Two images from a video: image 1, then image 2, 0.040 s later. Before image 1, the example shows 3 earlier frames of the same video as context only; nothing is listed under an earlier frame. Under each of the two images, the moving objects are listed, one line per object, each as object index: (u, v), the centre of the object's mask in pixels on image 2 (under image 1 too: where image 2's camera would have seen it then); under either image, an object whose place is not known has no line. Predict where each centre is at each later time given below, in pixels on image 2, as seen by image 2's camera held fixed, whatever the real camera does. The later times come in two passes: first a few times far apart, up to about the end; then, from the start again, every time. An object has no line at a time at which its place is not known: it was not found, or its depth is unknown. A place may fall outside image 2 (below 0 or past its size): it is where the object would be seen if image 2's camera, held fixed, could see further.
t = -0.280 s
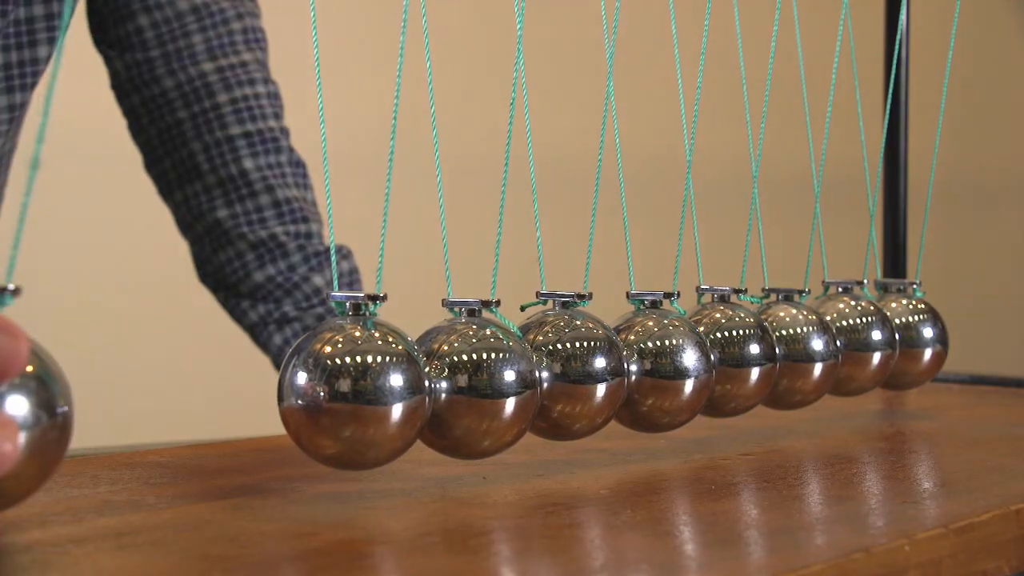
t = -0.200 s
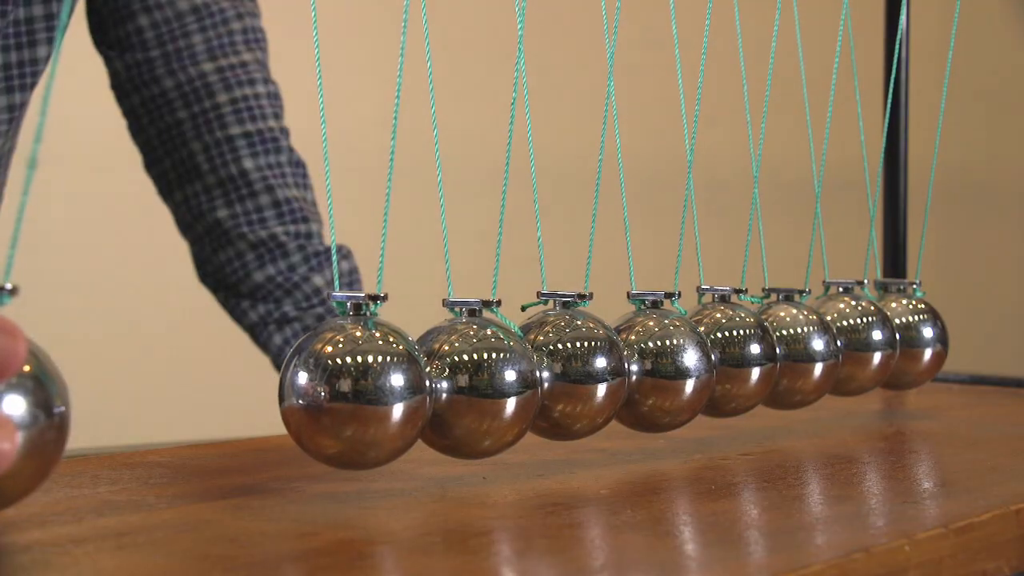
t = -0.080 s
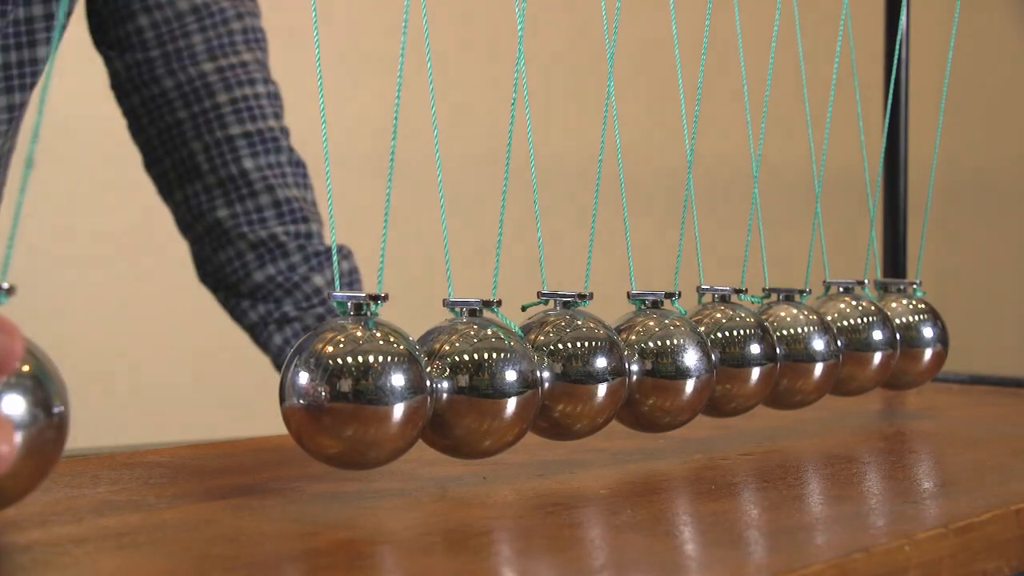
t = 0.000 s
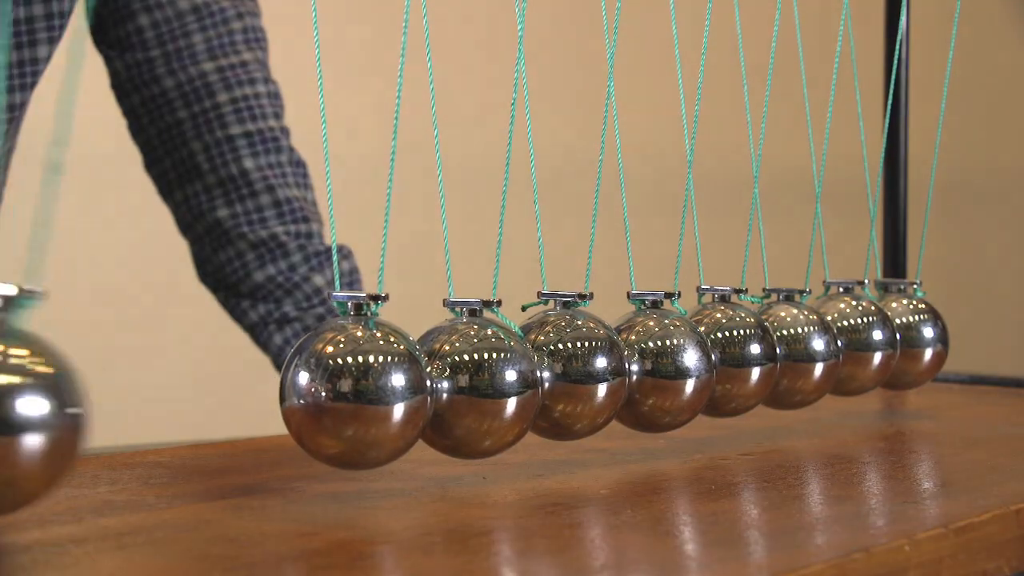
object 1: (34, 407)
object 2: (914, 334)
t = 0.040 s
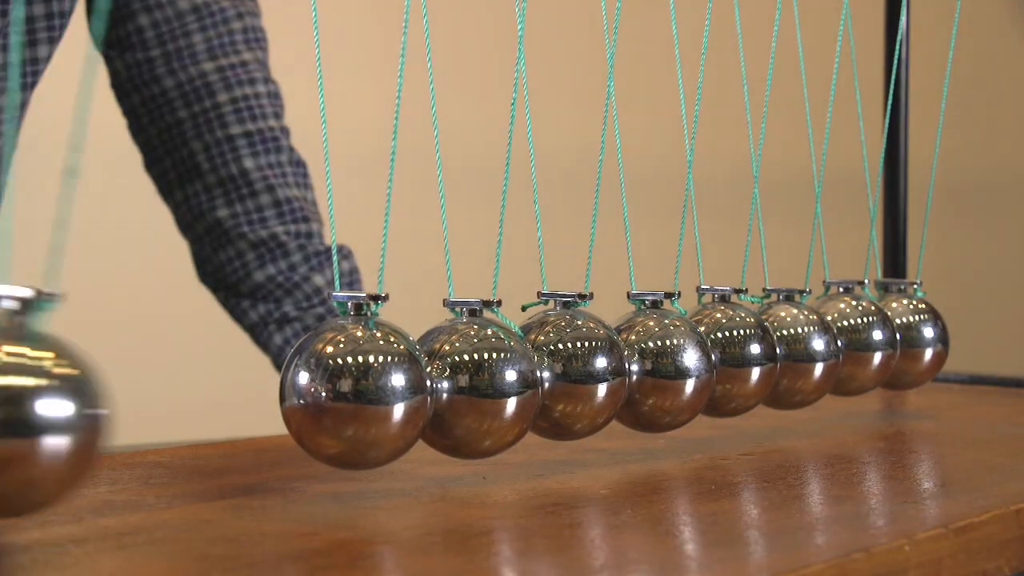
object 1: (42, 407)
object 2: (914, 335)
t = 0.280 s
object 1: (224, 413)
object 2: (914, 335)
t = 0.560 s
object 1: (210, 415)
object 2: (959, 325)
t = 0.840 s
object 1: (214, 414)
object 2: (937, 331)
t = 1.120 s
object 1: (103, 414)
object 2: (914, 334)
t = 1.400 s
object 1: (53, 411)
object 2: (914, 335)
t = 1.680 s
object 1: (223, 413)
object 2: (914, 335)
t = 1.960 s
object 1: (211, 415)
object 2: (950, 329)
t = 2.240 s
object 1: (216, 415)
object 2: (935, 332)
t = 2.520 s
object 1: (126, 415)
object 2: (913, 335)
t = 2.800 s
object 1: (69, 416)
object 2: (913, 335)
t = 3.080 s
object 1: (219, 412)
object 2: (914, 335)
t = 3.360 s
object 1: (221, 413)
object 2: (944, 330)
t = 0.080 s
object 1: (55, 408)
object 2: (913, 334)
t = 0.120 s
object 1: (78, 412)
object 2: (914, 335)
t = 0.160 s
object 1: (114, 411)
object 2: (914, 334)
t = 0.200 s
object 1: (157, 410)
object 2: (913, 335)
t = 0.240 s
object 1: (194, 409)
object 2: (913, 335)
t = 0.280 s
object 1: (224, 413)
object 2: (914, 335)
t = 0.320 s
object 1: (222, 413)
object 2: (921, 334)
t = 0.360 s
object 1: (219, 414)
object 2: (928, 334)
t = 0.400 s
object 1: (215, 414)
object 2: (935, 332)
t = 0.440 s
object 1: (213, 415)
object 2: (941, 331)
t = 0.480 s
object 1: (211, 415)
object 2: (948, 328)
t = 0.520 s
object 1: (210, 415)
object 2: (954, 327)
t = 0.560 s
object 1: (210, 415)
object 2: (959, 325)
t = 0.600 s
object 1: (210, 415)
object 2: (961, 324)
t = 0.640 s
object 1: (210, 415)
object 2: (961, 324)
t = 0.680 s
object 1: (211, 416)
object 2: (960, 325)
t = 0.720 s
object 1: (211, 415)
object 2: (957, 327)
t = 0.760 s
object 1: (211, 415)
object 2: (950, 329)
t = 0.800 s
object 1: (212, 415)
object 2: (944, 330)
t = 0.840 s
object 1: (214, 414)
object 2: (937, 331)
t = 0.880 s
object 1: (215, 414)
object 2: (930, 333)
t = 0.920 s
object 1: (217, 413)
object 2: (923, 333)
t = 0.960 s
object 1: (219, 413)
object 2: (916, 334)
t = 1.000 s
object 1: (198, 410)
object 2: (913, 334)
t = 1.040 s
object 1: (165, 412)
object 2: (913, 334)
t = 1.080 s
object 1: (133, 413)
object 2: (914, 334)
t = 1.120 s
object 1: (103, 414)
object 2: (914, 334)
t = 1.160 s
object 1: (81, 414)
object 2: (914, 335)
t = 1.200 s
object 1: (67, 413)
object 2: (915, 334)
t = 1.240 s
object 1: (57, 411)
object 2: (914, 334)
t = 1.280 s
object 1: (52, 411)
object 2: (914, 335)
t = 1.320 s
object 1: (49, 411)
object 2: (914, 335)
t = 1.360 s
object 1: (50, 412)
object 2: (914, 335)
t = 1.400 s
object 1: (53, 411)
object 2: (914, 335)
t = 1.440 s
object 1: (61, 413)
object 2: (914, 334)
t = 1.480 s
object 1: (73, 415)
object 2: (914, 335)
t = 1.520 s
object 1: (92, 415)
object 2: (914, 334)
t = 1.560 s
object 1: (124, 415)
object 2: (914, 335)
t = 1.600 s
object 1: (158, 413)
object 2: (914, 335)
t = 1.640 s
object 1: (189, 412)
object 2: (914, 335)
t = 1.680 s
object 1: (223, 413)
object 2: (914, 335)
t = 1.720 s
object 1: (224, 414)
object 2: (919, 334)
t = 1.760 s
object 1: (222, 414)
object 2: (925, 334)
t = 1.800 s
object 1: (220, 414)
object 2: (931, 332)
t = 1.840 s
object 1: (217, 414)
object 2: (937, 331)
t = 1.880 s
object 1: (214, 414)
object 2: (941, 331)
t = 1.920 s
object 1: (212, 415)
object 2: (946, 329)
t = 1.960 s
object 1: (211, 415)
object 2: (950, 329)
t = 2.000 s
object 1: (210, 414)
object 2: (951, 328)
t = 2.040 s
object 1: (210, 415)
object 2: (952, 328)
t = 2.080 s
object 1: (211, 415)
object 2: (951, 328)
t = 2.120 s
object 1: (211, 415)
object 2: (948, 328)
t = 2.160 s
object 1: (213, 415)
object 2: (944, 329)
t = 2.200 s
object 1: (214, 415)
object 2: (939, 331)
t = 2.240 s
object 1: (216, 415)
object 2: (935, 332)
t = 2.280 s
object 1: (217, 415)
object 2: (929, 334)
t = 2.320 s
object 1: (219, 415)
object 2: (923, 334)
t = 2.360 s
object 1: (220, 414)
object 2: (917, 334)
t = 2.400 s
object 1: (211, 412)
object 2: (913, 335)
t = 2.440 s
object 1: (181, 412)
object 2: (913, 335)
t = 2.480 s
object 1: (152, 415)
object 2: (913, 335)
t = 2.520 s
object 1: (126, 415)
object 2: (913, 335)
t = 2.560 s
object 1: (101, 415)
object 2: (913, 335)
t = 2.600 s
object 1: (84, 416)
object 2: (913, 335)
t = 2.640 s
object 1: (74, 416)
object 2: (913, 335)
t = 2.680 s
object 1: (68, 415)
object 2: (913, 335)
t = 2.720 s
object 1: (65, 415)
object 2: (913, 335)
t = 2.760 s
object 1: (65, 415)
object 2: (913, 335)
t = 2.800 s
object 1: (69, 416)
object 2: (913, 335)
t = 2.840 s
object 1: (76, 417)
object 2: (914, 335)
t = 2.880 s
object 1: (87, 418)
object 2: (914, 335)
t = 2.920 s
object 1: (106, 417)
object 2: (914, 335)
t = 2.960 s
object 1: (133, 415)
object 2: (914, 335)
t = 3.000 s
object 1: (160, 413)
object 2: (914, 335)
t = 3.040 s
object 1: (188, 413)
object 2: (914, 335)
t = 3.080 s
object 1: (219, 412)
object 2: (914, 335)
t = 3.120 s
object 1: (224, 414)
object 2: (917, 335)
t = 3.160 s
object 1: (224, 414)
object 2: (923, 334)
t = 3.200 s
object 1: (223, 414)
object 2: (929, 334)
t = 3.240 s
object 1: (223, 413)
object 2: (933, 333)
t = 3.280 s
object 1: (223, 413)
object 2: (938, 332)
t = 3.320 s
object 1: (222, 413)
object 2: (941, 331)
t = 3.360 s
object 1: (221, 413)
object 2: (944, 330)
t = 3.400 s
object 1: (221, 413)
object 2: (945, 330)
